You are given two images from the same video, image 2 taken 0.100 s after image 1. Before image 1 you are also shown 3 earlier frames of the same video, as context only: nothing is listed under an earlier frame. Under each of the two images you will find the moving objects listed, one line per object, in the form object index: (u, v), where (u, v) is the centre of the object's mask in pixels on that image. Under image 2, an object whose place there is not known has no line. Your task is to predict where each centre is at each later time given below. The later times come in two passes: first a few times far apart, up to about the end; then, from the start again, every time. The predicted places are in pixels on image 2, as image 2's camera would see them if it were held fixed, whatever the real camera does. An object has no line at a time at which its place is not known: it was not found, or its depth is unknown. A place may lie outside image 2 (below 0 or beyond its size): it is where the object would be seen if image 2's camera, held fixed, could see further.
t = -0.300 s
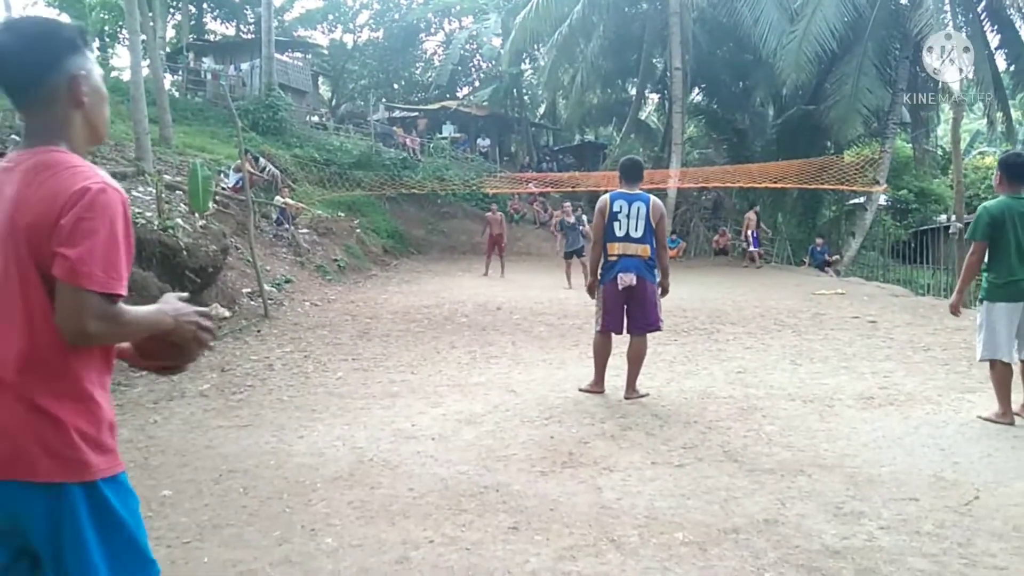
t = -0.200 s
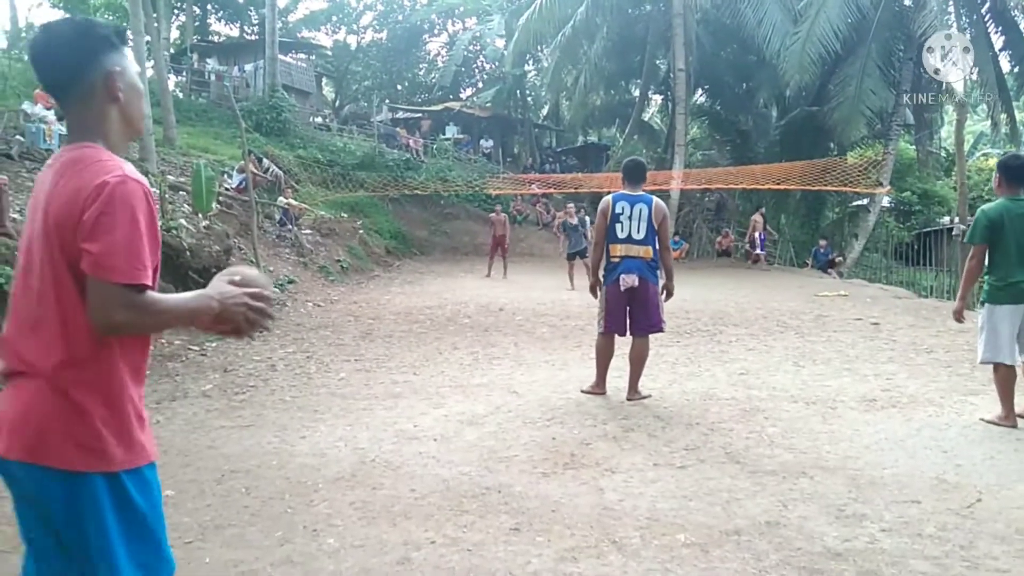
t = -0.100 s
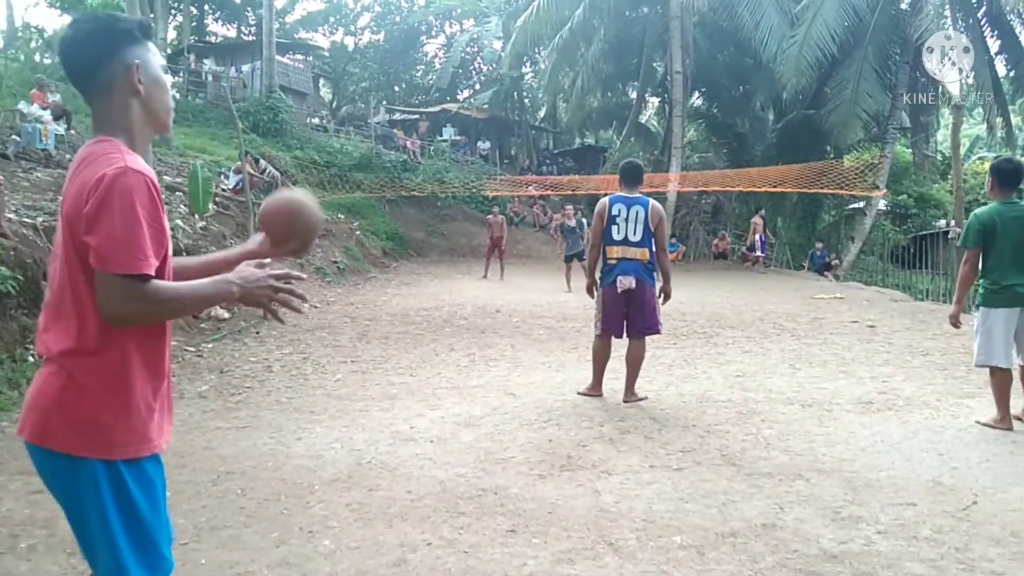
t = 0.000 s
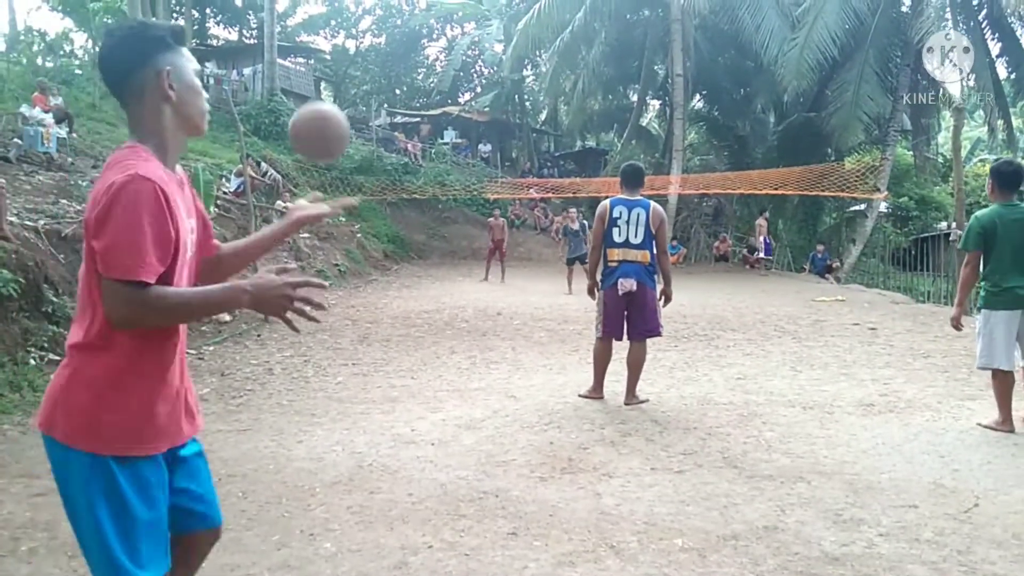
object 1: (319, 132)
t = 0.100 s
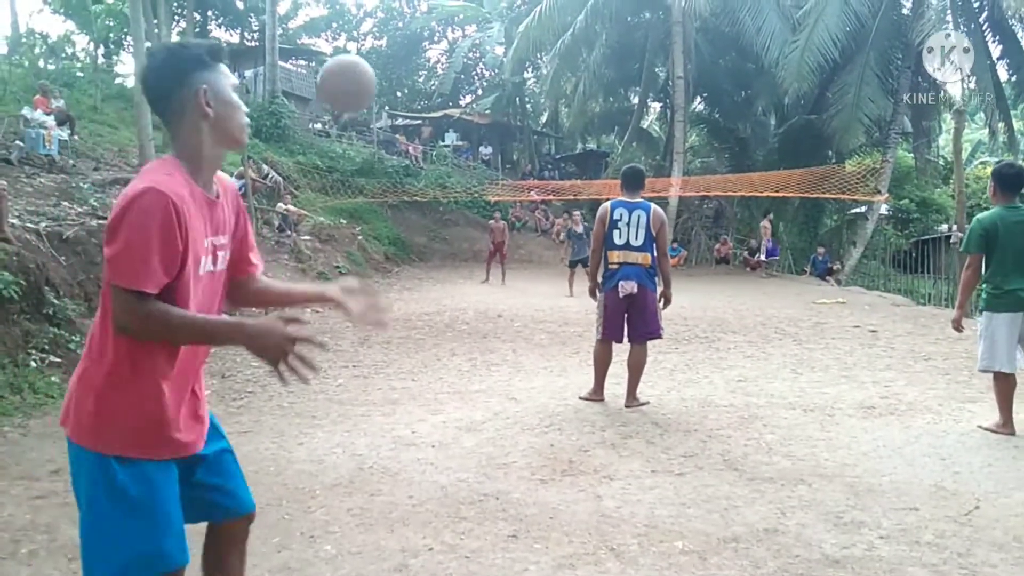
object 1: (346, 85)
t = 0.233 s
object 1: (383, 77)
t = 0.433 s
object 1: (436, 175)
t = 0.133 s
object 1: (357, 76)
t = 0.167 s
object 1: (364, 74)
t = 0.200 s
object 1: (374, 73)
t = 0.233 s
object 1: (383, 77)
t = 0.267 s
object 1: (391, 85)
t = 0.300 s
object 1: (400, 96)
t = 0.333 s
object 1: (410, 111)
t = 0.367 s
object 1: (418, 129)
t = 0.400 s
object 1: (427, 150)
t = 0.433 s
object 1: (436, 175)
